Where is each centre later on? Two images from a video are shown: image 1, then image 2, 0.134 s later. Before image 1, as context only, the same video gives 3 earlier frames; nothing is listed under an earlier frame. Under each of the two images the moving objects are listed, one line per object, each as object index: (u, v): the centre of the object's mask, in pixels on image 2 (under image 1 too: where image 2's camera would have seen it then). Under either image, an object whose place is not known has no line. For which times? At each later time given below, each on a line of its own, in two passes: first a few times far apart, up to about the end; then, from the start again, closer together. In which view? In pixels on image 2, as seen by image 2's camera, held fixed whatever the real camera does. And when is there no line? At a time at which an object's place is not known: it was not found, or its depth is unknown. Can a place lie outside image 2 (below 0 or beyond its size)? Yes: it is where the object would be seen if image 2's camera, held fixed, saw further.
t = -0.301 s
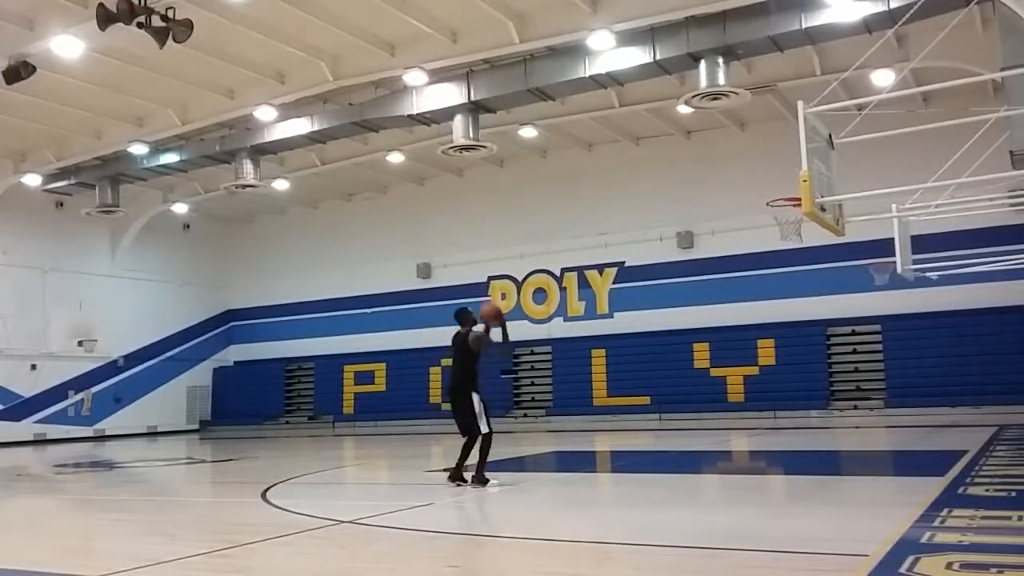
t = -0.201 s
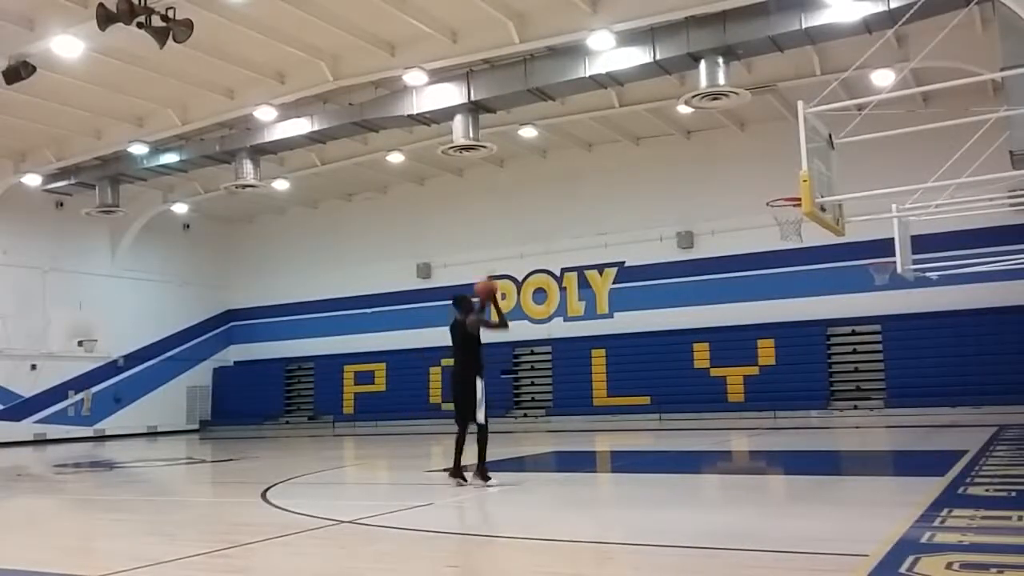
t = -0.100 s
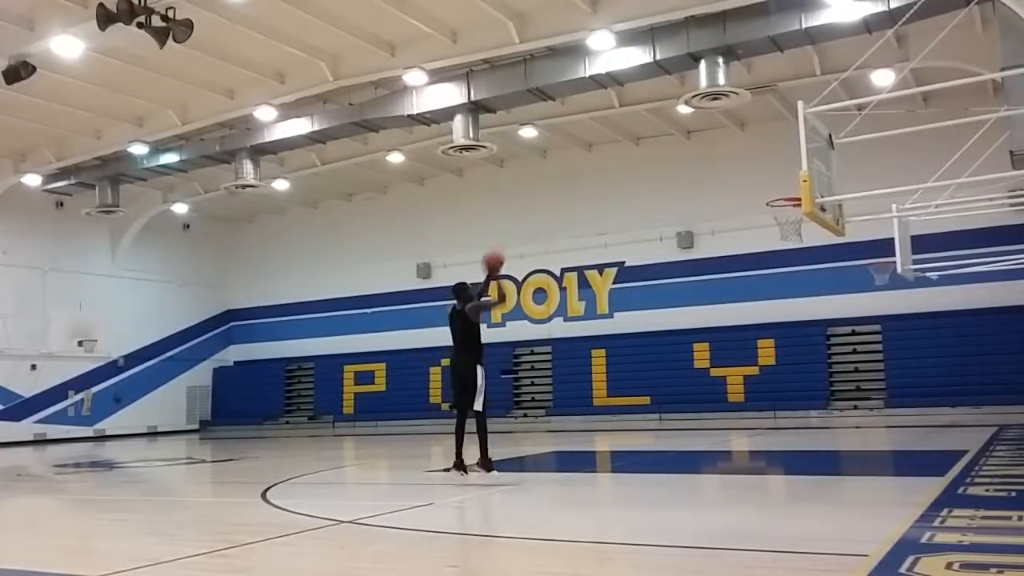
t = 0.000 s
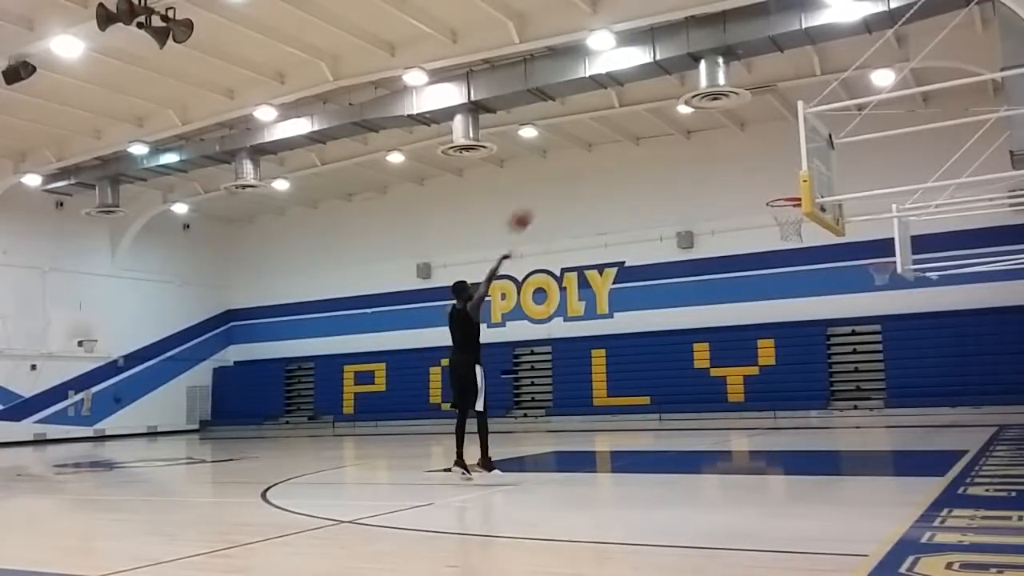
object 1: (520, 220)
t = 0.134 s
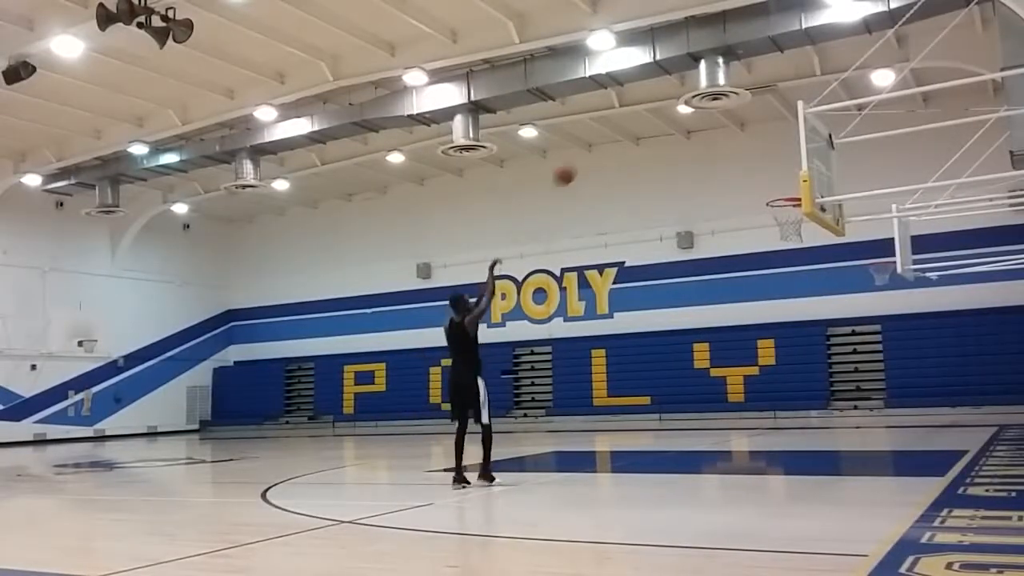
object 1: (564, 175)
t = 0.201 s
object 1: (586, 161)
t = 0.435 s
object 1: (659, 136)
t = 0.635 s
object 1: (719, 152)
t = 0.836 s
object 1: (777, 196)
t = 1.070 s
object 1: (804, 223)
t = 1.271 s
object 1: (808, 246)
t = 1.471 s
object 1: (811, 308)
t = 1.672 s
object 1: (817, 403)
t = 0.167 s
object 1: (575, 167)
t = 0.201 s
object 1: (586, 161)
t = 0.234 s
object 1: (597, 154)
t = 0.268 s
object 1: (609, 149)
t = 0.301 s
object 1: (618, 143)
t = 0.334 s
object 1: (630, 142)
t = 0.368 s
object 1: (638, 139)
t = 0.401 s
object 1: (650, 137)
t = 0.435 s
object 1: (659, 136)
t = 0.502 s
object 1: (680, 138)
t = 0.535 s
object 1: (690, 140)
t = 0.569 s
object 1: (699, 142)
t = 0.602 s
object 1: (710, 147)
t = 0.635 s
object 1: (719, 152)
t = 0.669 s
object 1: (729, 157)
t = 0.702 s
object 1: (739, 164)
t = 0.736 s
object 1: (749, 171)
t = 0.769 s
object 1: (759, 180)
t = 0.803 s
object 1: (768, 188)
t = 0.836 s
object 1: (777, 196)
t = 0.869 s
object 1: (788, 205)
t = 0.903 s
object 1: (795, 215)
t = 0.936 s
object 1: (799, 219)
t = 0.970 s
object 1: (802, 221)
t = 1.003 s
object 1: (802, 221)
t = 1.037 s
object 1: (803, 222)
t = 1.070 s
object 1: (804, 223)
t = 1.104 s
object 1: (804, 224)
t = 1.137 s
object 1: (805, 226)
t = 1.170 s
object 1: (806, 229)
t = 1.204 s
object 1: (807, 233)
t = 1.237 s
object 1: (807, 238)
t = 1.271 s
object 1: (808, 246)
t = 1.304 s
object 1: (807, 254)
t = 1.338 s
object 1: (809, 262)
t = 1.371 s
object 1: (809, 273)
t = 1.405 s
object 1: (810, 284)
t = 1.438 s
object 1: (811, 294)
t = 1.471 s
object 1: (811, 308)
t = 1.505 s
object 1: (812, 321)
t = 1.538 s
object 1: (812, 332)
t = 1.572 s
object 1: (814, 348)
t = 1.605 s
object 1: (815, 366)
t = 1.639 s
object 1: (815, 381)
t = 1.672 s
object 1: (817, 403)
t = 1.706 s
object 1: (823, 422)
